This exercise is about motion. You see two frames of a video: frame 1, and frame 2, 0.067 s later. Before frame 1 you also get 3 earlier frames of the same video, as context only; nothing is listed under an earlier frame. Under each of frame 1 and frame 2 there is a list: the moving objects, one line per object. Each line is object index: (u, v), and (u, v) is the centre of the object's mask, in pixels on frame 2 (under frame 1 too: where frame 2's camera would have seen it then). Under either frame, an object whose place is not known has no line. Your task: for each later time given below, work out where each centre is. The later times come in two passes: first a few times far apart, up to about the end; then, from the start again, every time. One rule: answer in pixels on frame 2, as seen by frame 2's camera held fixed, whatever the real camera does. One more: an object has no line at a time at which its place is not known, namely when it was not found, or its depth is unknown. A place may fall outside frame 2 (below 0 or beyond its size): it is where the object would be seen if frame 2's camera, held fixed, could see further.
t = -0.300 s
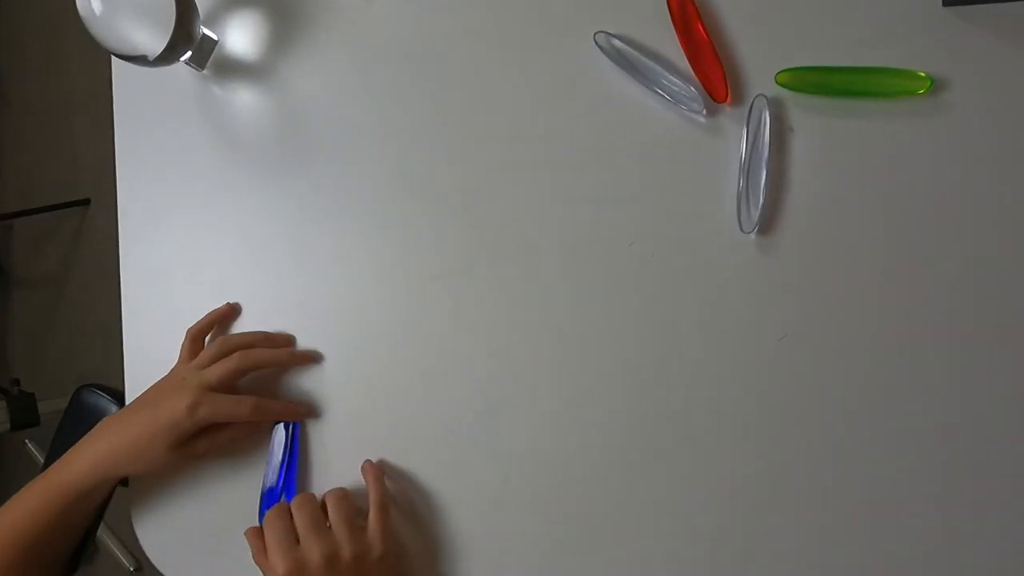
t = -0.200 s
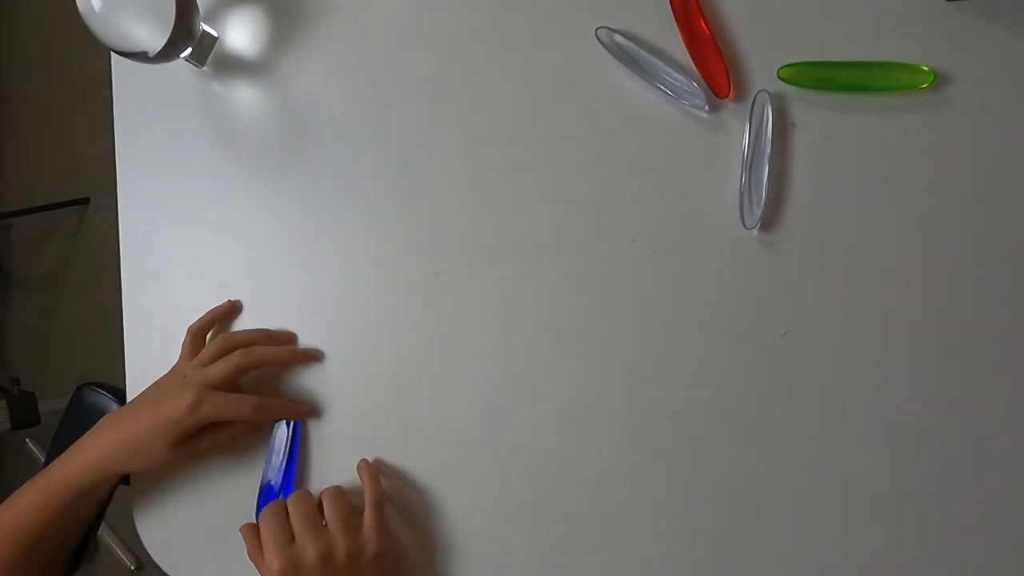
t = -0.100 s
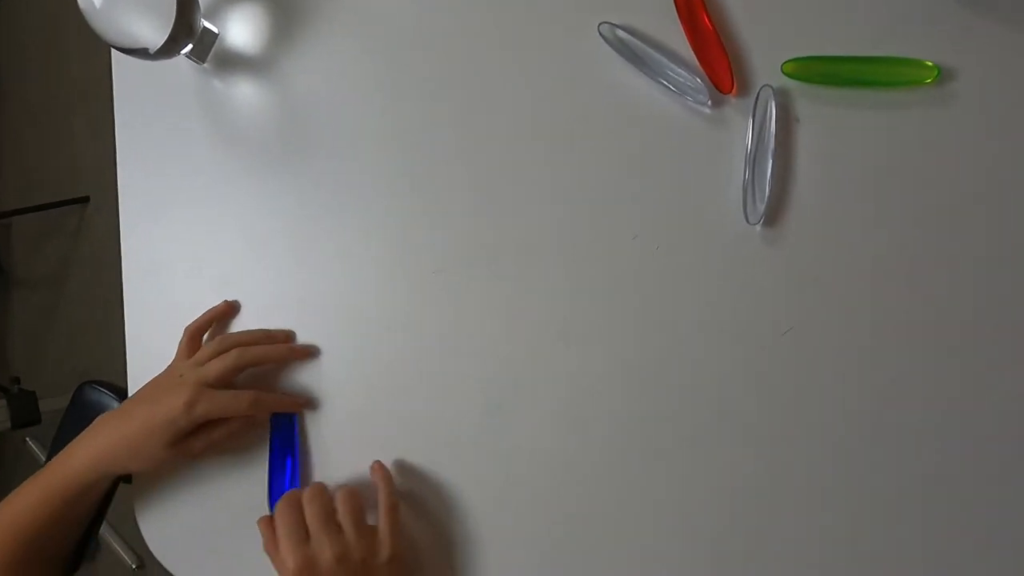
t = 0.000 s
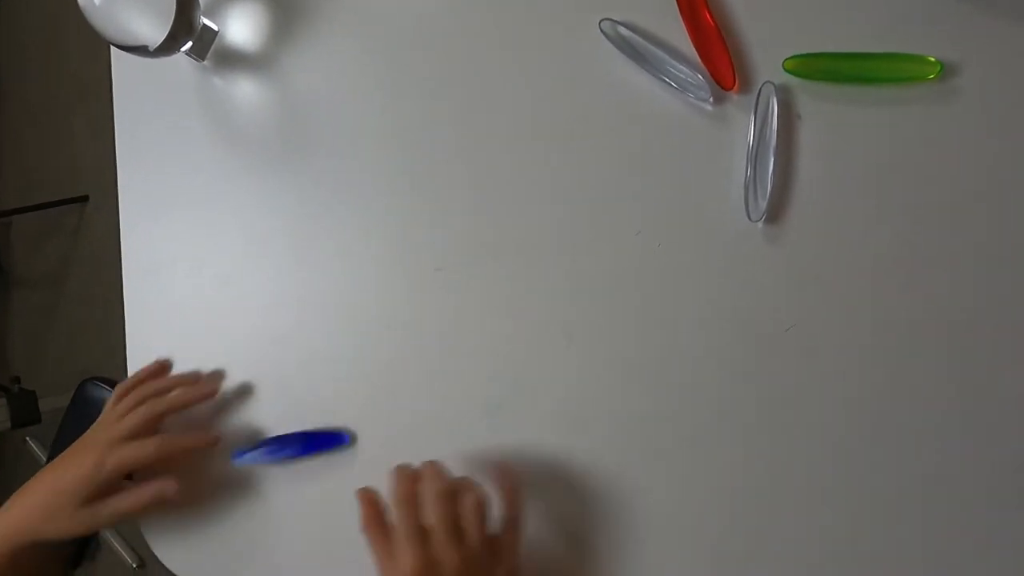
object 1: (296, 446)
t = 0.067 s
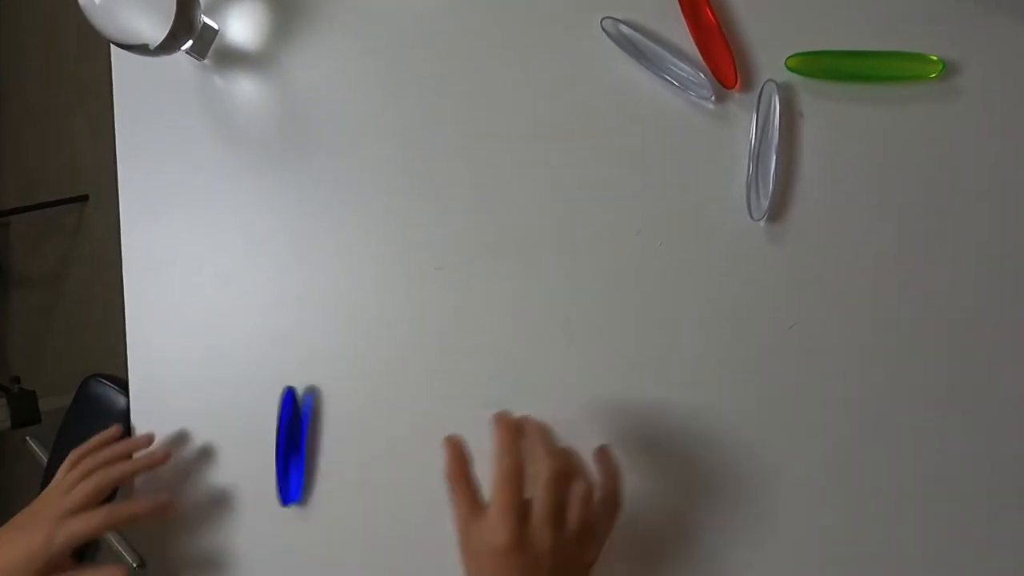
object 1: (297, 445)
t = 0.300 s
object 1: (302, 446)
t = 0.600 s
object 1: (304, 451)
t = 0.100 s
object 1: (297, 446)
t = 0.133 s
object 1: (300, 445)
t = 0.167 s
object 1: (299, 445)
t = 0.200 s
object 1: (300, 447)
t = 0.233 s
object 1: (301, 446)
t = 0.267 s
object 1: (301, 446)
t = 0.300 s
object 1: (302, 446)
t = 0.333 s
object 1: (303, 446)
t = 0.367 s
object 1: (303, 448)
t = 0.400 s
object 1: (304, 449)
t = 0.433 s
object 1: (304, 449)
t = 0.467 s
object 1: (304, 450)
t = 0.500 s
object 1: (304, 450)
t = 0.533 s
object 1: (303, 450)
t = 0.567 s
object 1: (303, 451)
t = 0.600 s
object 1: (304, 451)
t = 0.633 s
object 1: (304, 452)
